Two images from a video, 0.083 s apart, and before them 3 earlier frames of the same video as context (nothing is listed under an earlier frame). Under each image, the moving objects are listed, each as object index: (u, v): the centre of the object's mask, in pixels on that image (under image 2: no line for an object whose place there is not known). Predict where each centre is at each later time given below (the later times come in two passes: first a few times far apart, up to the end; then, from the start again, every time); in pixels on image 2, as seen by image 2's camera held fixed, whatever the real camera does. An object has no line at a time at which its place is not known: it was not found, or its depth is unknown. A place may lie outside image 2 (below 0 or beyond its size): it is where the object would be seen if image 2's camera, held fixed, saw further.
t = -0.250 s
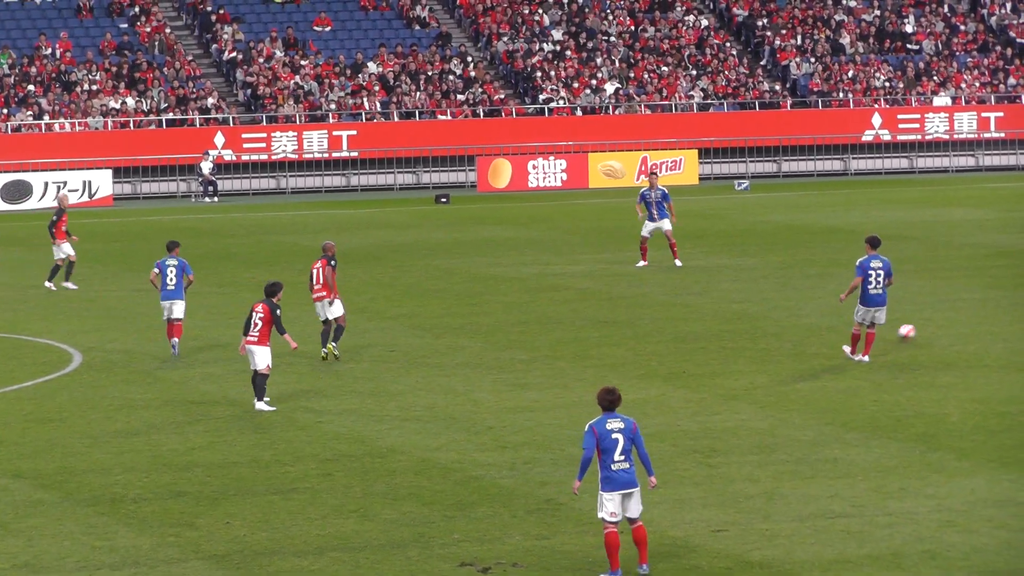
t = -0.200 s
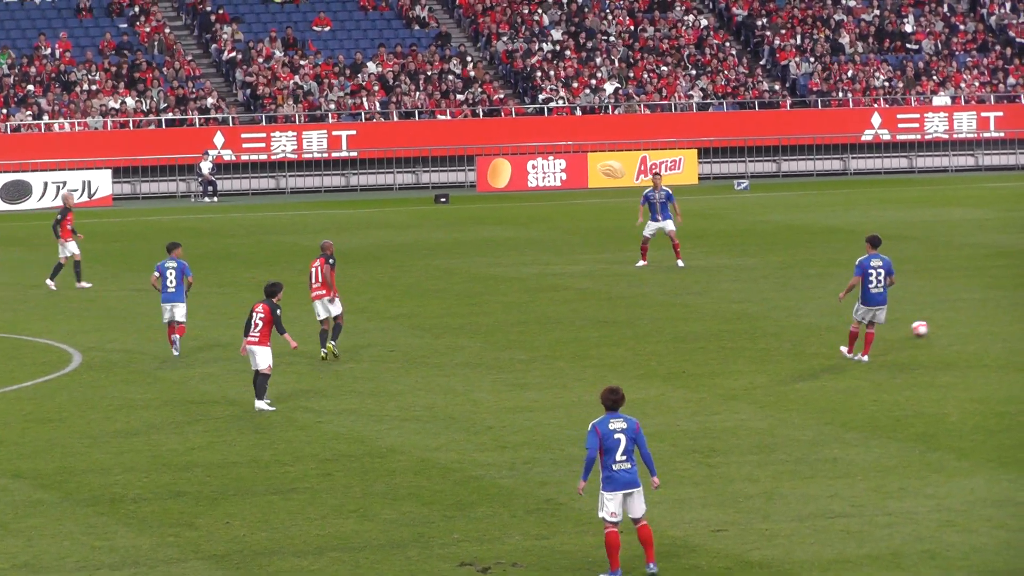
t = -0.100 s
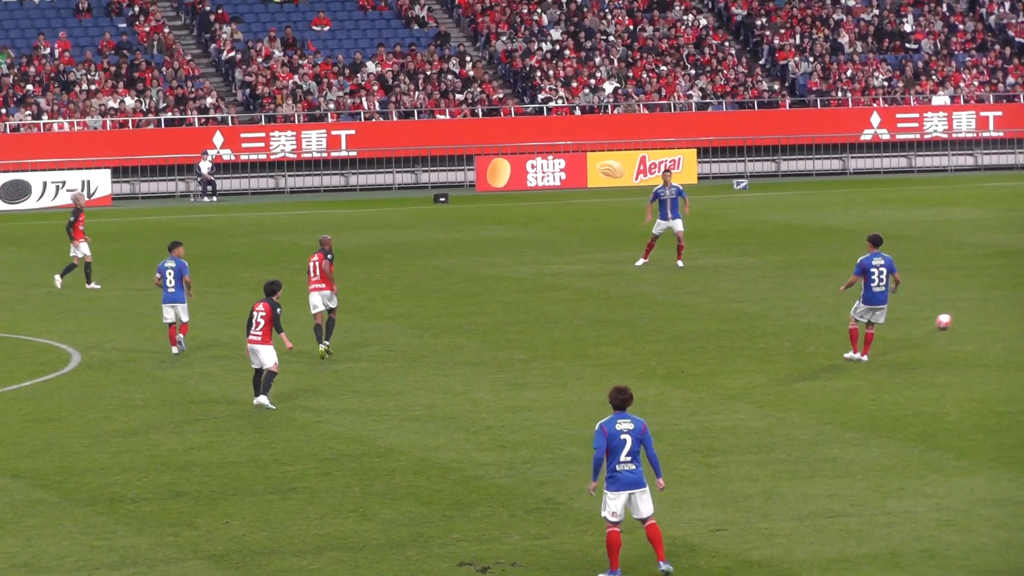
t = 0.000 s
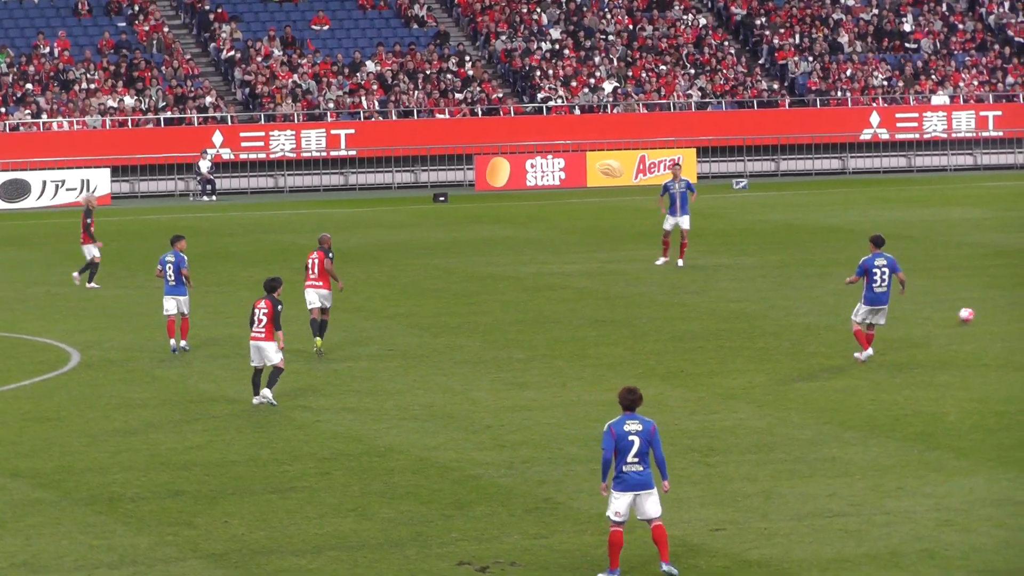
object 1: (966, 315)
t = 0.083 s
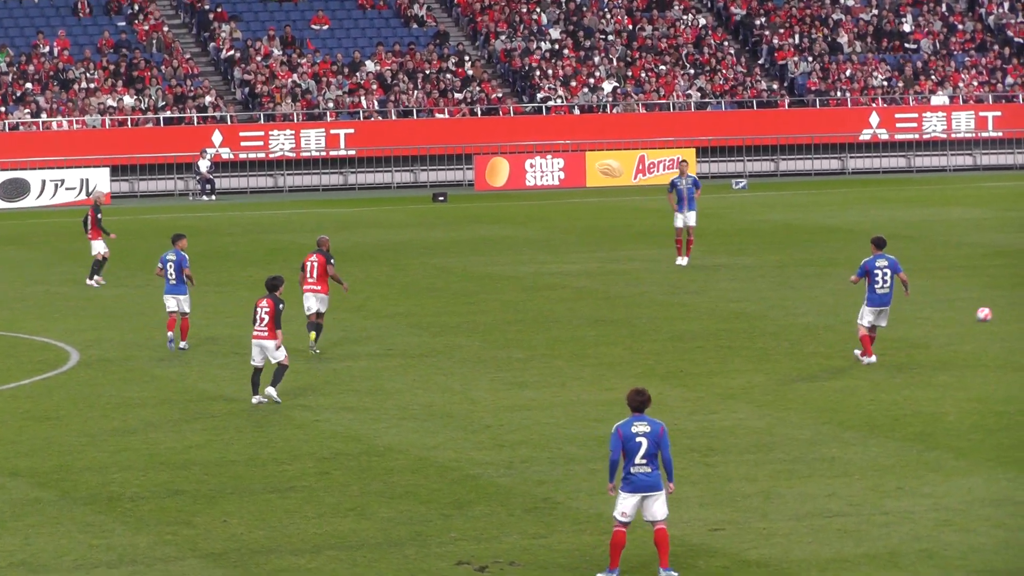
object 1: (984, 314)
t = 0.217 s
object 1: (1011, 308)
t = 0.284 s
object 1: (1023, 304)
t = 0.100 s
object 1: (987, 313)
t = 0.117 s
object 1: (991, 312)
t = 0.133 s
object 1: (994, 311)
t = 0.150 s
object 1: (998, 310)
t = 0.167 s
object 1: (1000, 310)
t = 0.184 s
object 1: (1004, 309)
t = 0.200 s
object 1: (1008, 308)
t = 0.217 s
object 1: (1011, 308)
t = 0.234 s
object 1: (1014, 308)
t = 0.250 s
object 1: (1017, 307)
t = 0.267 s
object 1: (1020, 306)
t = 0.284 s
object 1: (1023, 304)
